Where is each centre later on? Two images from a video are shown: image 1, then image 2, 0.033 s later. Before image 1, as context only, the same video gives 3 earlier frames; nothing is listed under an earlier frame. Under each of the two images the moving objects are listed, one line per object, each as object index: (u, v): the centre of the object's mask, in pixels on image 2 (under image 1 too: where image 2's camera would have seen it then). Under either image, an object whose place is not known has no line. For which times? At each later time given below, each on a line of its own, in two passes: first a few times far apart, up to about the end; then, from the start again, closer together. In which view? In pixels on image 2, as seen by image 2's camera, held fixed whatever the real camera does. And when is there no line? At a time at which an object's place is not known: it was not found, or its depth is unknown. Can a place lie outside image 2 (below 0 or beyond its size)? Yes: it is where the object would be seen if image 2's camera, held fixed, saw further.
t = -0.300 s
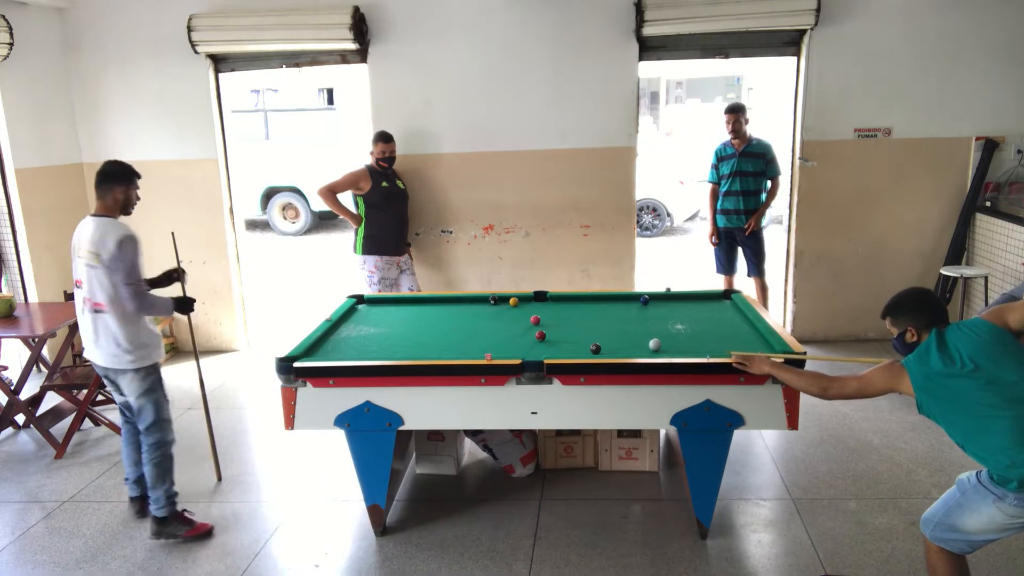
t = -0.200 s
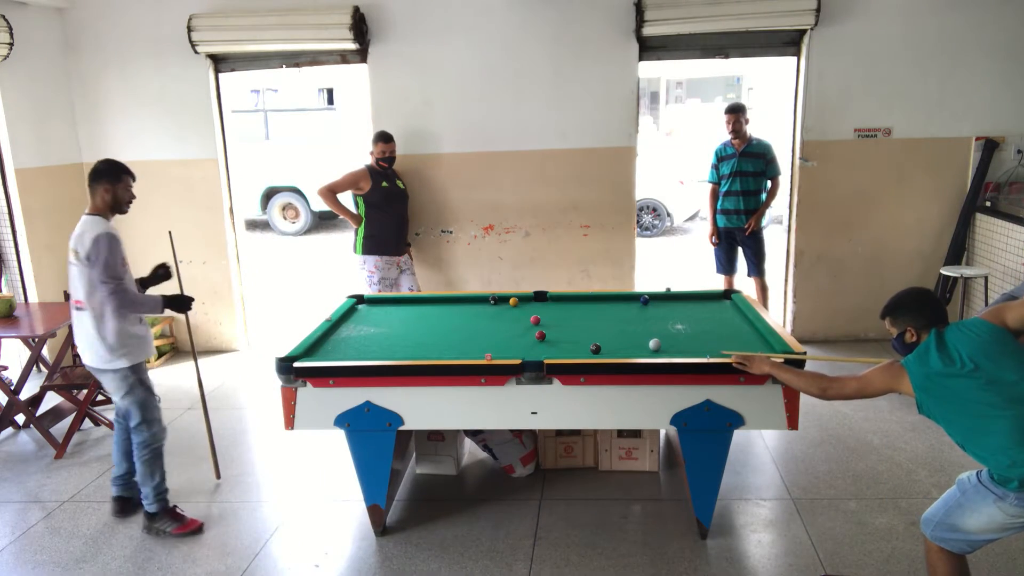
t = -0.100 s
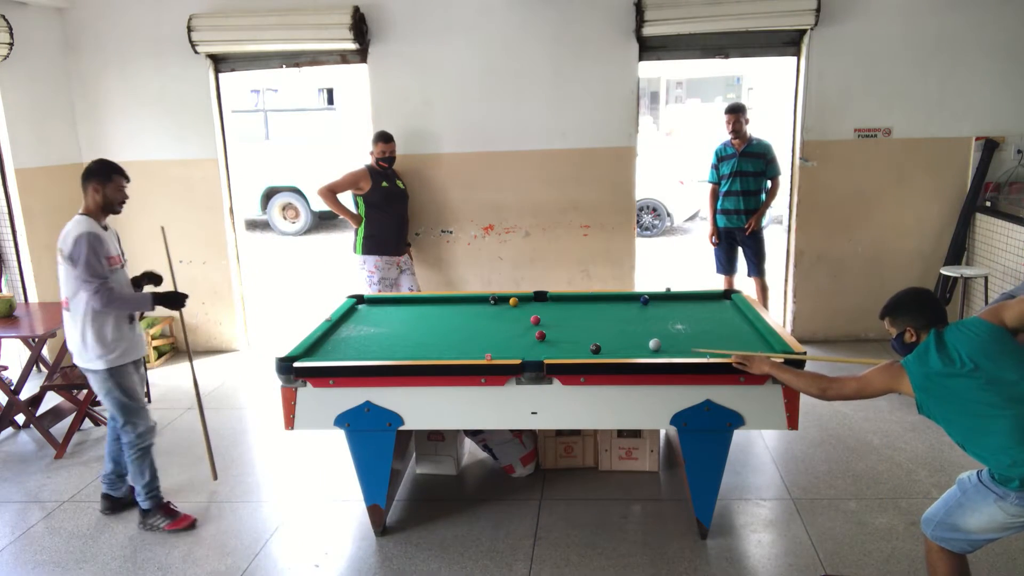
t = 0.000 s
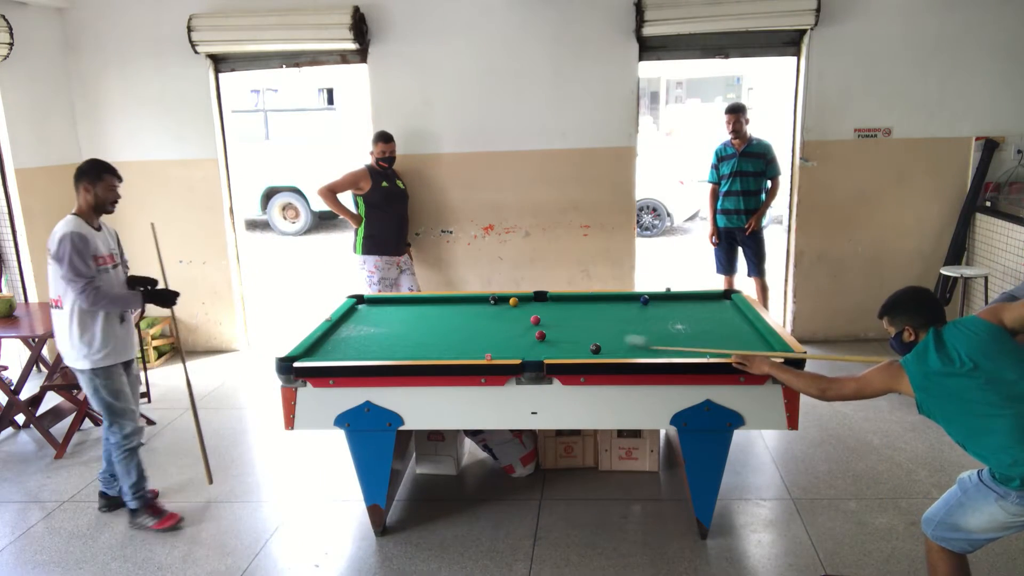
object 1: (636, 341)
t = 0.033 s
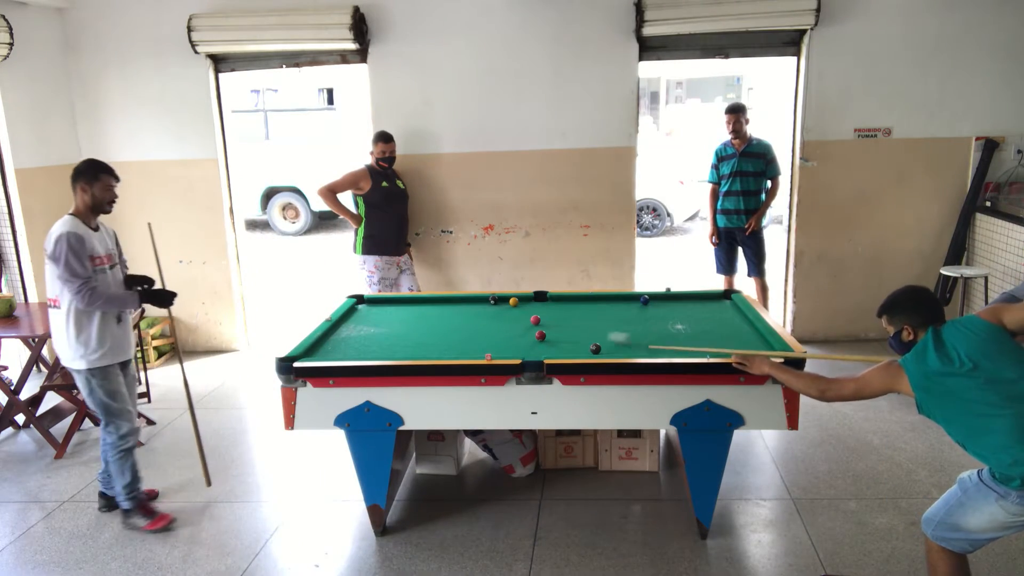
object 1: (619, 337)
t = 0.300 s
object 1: (517, 322)
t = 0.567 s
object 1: (453, 319)
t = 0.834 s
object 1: (396, 317)
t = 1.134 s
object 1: (354, 316)
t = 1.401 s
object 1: (386, 315)
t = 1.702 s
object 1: (419, 315)
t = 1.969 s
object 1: (448, 315)
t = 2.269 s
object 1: (479, 315)
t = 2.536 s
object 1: (505, 315)
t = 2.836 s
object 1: (535, 314)
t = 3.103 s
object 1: (558, 314)
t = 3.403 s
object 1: (582, 314)
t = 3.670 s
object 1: (601, 314)
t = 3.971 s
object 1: (621, 314)
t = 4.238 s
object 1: (636, 314)
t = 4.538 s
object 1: (652, 313)
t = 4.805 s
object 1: (664, 312)
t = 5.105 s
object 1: (676, 312)
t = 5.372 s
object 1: (684, 312)
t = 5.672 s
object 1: (692, 311)
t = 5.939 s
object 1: (697, 311)
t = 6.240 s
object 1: (701, 310)
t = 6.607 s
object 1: (702, 310)
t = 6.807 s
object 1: (703, 310)
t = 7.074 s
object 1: (703, 310)
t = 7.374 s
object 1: (703, 310)
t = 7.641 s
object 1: (703, 311)
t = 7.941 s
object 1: (703, 311)
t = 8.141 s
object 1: (703, 311)
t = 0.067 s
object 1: (603, 335)
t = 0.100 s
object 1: (587, 331)
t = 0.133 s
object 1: (574, 330)
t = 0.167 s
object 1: (561, 327)
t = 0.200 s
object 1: (549, 325)
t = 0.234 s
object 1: (539, 322)
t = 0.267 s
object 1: (525, 322)
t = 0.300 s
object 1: (517, 322)
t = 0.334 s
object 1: (507, 321)
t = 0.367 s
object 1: (499, 321)
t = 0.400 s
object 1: (491, 321)
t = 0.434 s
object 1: (484, 321)
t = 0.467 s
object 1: (476, 320)
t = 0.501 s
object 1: (468, 320)
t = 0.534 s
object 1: (461, 319)
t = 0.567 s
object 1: (453, 319)
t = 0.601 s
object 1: (446, 319)
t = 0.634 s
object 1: (439, 319)
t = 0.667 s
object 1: (431, 319)
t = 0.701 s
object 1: (424, 318)
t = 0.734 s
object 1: (417, 318)
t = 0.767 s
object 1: (410, 318)
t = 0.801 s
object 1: (403, 317)
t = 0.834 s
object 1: (396, 317)
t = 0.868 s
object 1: (389, 317)
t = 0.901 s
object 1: (382, 317)
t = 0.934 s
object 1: (376, 317)
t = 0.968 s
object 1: (369, 317)
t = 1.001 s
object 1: (363, 316)
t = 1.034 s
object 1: (355, 316)
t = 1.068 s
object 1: (349, 315)
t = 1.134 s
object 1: (354, 316)
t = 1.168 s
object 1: (358, 316)
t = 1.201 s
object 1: (363, 315)
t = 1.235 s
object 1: (367, 315)
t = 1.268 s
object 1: (370, 315)
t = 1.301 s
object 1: (374, 315)
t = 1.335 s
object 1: (378, 315)
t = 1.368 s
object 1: (382, 315)
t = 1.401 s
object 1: (386, 315)
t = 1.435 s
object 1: (389, 315)
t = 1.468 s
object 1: (393, 315)
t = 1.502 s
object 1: (397, 315)
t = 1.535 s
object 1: (401, 315)
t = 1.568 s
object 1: (404, 315)
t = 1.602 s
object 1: (408, 315)
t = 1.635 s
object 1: (412, 315)
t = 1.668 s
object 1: (416, 315)
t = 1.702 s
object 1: (419, 315)
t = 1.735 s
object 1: (423, 315)
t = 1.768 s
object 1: (427, 315)
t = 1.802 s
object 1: (430, 315)
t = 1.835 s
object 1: (434, 315)
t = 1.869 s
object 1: (437, 315)
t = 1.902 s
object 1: (441, 315)
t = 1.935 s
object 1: (445, 315)
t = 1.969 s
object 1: (448, 315)
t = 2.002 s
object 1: (452, 315)
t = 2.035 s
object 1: (455, 315)
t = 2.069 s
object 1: (459, 315)
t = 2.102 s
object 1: (462, 315)
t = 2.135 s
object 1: (466, 315)
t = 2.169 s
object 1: (469, 315)
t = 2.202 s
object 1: (472, 315)
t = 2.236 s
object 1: (476, 315)
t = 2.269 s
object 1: (479, 315)
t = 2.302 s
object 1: (483, 315)
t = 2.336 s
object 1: (486, 315)
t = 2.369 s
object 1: (489, 315)
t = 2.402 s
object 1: (492, 315)
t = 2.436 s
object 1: (495, 315)
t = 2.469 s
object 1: (499, 315)
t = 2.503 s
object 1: (502, 315)
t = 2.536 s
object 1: (505, 315)
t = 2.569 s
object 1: (511, 315)
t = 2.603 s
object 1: (515, 315)
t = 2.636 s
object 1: (518, 315)
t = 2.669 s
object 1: (521, 314)
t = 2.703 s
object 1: (524, 314)
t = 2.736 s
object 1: (527, 314)
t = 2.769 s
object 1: (530, 314)
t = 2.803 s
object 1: (533, 315)
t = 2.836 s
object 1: (535, 314)
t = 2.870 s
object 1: (539, 314)
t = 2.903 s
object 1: (541, 314)
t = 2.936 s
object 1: (544, 314)
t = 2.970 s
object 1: (547, 314)
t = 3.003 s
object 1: (550, 314)
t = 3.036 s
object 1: (553, 314)
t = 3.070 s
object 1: (555, 314)
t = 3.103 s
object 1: (558, 314)
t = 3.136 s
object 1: (561, 314)
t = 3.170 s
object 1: (563, 314)
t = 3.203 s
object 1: (566, 314)
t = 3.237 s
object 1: (569, 314)
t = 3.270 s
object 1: (571, 314)
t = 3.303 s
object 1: (574, 314)
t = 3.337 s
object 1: (577, 314)
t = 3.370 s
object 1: (579, 314)
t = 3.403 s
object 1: (582, 314)
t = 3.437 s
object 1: (584, 314)
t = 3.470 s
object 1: (586, 314)
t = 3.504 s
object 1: (589, 314)
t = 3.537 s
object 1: (591, 314)
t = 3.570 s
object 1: (594, 314)
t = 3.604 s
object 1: (596, 314)
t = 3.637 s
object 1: (599, 314)
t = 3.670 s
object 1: (601, 314)
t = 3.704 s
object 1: (603, 314)
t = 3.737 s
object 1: (605, 314)
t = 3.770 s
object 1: (608, 314)
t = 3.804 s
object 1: (610, 314)
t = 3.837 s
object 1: (612, 314)
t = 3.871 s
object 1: (614, 314)
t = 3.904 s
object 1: (616, 314)
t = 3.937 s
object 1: (618, 314)
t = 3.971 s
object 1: (621, 314)
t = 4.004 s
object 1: (622, 314)
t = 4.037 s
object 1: (625, 313)
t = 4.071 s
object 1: (627, 313)
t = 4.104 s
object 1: (628, 314)
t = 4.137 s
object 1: (630, 314)
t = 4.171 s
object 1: (632, 313)
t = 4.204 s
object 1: (634, 313)
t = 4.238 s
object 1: (636, 314)
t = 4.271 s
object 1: (638, 314)
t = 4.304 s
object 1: (639, 313)
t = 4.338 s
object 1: (641, 313)
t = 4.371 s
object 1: (643, 313)
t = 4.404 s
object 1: (645, 313)
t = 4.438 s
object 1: (646, 313)
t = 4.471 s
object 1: (648, 313)
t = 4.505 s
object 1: (650, 314)
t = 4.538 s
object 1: (652, 313)
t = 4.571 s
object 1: (653, 313)
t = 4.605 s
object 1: (655, 313)
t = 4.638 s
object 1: (657, 313)
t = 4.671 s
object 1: (659, 313)
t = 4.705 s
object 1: (660, 313)
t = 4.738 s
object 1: (662, 313)
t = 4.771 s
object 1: (663, 313)
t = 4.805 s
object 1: (664, 312)
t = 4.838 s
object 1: (665, 312)
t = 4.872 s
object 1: (667, 312)
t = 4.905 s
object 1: (668, 312)
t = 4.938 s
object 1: (669, 312)
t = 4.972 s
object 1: (671, 312)
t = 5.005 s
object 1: (672, 312)
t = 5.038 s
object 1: (673, 312)
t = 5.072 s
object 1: (674, 312)
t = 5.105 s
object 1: (676, 312)
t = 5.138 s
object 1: (676, 312)
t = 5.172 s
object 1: (678, 312)
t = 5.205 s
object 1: (679, 312)
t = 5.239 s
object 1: (680, 312)
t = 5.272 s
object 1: (681, 312)
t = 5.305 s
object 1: (682, 312)
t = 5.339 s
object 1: (683, 312)
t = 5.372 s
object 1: (684, 312)
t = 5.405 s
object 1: (685, 312)
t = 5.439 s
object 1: (686, 312)
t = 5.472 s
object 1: (687, 312)
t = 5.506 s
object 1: (688, 312)
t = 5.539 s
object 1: (689, 312)
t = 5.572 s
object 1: (690, 311)
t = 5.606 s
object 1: (690, 311)
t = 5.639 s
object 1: (691, 311)
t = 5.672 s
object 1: (692, 311)
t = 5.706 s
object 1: (692, 311)
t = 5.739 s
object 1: (693, 311)
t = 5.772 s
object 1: (694, 311)
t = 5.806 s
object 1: (694, 311)
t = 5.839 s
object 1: (695, 311)
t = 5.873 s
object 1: (696, 311)
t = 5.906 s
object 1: (697, 311)
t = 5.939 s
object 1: (697, 311)
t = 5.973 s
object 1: (697, 311)
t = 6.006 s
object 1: (698, 311)
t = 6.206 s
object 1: (700, 310)
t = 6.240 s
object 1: (701, 310)
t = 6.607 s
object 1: (702, 310)
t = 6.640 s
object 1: (703, 311)
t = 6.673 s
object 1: (703, 311)
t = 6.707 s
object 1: (703, 310)
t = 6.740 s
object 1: (703, 311)
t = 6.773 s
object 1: (703, 310)
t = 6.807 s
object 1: (703, 310)
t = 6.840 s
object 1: (703, 310)
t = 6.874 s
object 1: (703, 310)
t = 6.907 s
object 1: (703, 310)
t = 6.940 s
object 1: (703, 310)
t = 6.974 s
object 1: (703, 310)
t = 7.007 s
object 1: (703, 310)
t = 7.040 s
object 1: (703, 310)
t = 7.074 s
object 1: (703, 310)
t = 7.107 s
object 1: (703, 310)
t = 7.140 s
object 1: (703, 310)
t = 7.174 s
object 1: (703, 310)
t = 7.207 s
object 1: (703, 310)
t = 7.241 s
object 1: (703, 311)
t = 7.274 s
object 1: (703, 310)
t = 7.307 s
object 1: (703, 310)
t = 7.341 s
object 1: (703, 310)
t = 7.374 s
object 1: (703, 310)
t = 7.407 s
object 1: (703, 310)
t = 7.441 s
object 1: (703, 310)
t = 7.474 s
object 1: (703, 310)
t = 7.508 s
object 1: (703, 311)
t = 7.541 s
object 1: (703, 311)
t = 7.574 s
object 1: (703, 311)
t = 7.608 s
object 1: (703, 311)
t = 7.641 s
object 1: (703, 311)
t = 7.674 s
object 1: (703, 311)
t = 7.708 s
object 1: (703, 311)
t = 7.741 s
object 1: (703, 311)
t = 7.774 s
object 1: (703, 311)
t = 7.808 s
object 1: (703, 311)
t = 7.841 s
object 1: (703, 311)
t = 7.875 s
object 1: (703, 311)
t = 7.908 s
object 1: (703, 311)
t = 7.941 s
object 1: (703, 311)
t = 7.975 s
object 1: (703, 311)
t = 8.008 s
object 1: (703, 311)
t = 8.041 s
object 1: (703, 311)
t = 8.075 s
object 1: (703, 311)
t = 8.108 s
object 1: (703, 311)
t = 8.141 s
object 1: (703, 311)
